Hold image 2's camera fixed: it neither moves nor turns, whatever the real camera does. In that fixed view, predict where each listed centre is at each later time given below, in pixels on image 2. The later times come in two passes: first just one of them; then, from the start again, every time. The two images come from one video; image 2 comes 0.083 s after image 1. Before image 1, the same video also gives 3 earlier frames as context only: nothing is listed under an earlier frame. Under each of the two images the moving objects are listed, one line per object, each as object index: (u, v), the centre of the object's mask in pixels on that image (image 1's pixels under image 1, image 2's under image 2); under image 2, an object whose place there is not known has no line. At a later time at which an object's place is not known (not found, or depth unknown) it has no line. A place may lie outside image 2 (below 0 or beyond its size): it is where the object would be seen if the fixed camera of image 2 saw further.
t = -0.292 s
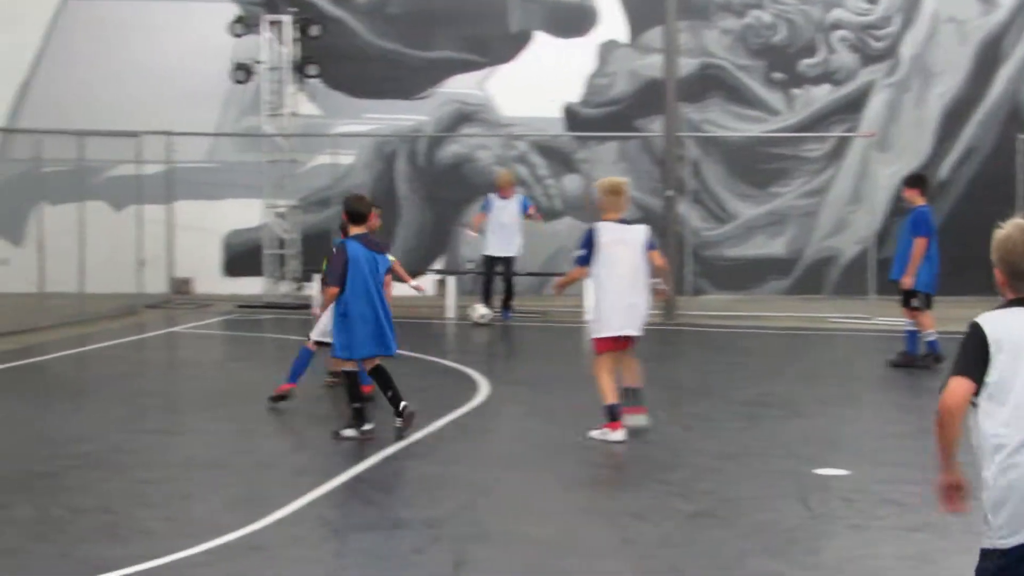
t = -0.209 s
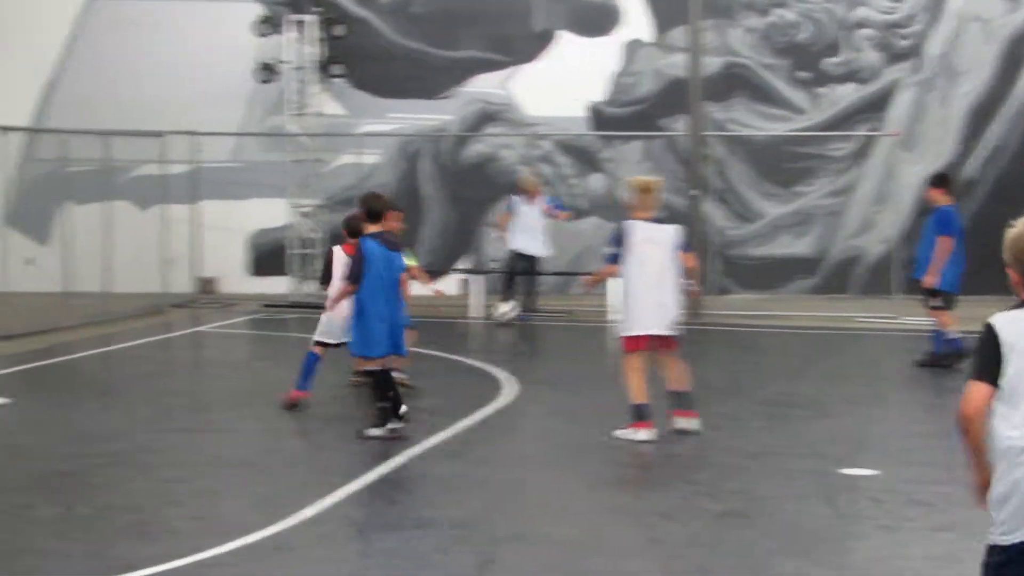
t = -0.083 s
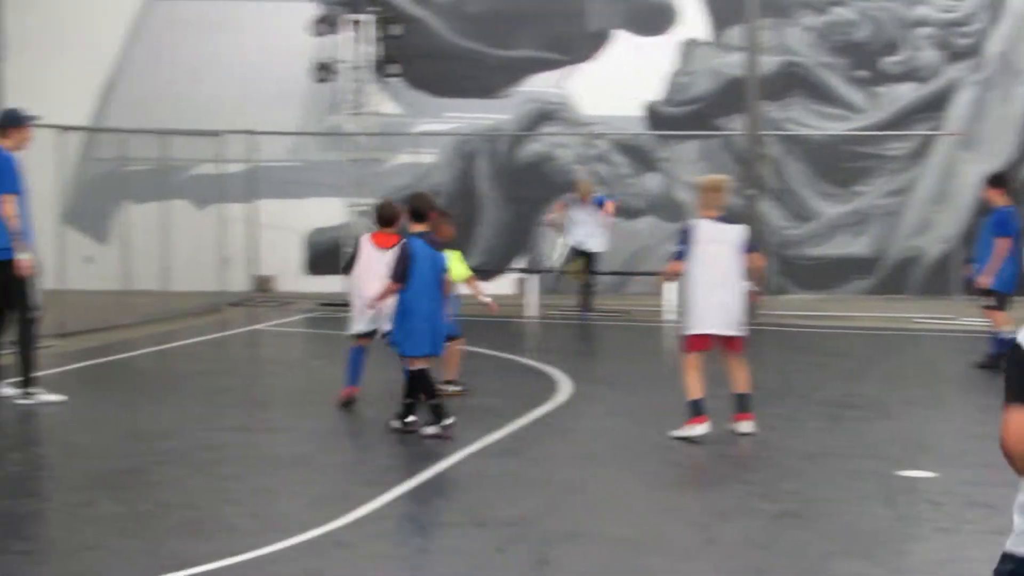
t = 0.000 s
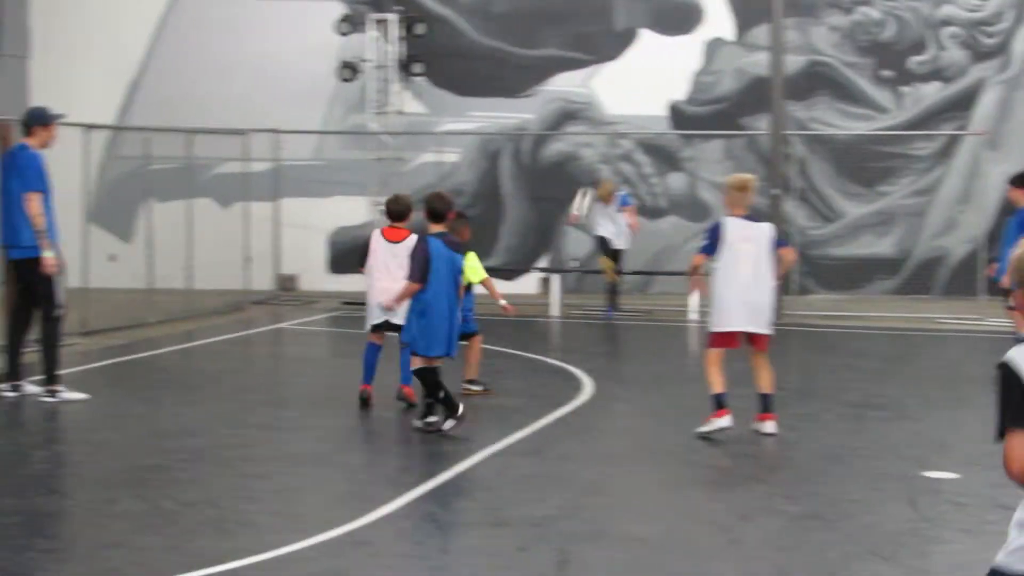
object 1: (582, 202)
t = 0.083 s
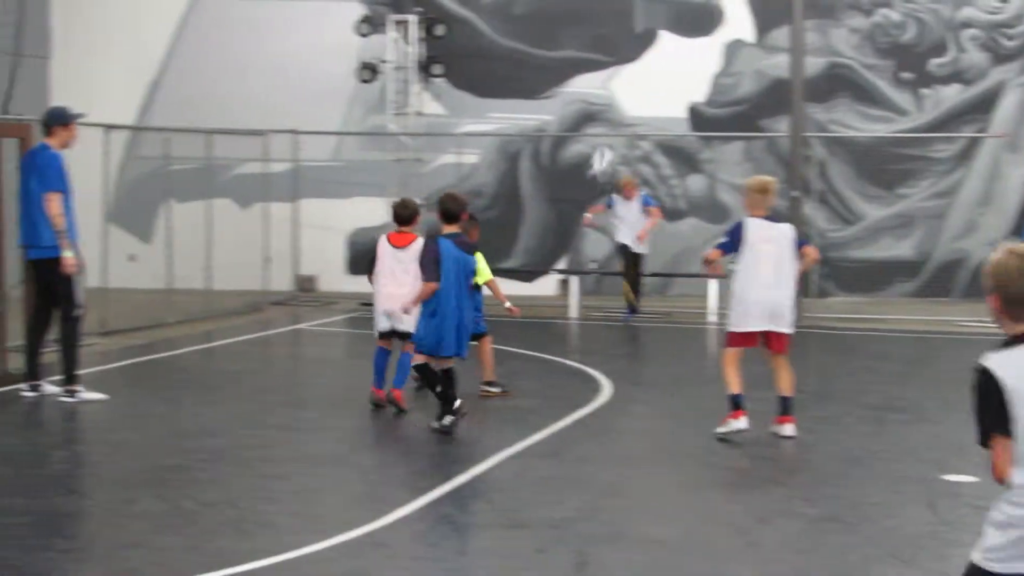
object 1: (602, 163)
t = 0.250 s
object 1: (605, 96)
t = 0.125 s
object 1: (602, 144)
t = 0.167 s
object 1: (603, 123)
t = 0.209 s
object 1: (603, 107)
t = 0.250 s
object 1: (605, 96)
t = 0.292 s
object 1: (607, 82)
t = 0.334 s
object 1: (608, 70)
